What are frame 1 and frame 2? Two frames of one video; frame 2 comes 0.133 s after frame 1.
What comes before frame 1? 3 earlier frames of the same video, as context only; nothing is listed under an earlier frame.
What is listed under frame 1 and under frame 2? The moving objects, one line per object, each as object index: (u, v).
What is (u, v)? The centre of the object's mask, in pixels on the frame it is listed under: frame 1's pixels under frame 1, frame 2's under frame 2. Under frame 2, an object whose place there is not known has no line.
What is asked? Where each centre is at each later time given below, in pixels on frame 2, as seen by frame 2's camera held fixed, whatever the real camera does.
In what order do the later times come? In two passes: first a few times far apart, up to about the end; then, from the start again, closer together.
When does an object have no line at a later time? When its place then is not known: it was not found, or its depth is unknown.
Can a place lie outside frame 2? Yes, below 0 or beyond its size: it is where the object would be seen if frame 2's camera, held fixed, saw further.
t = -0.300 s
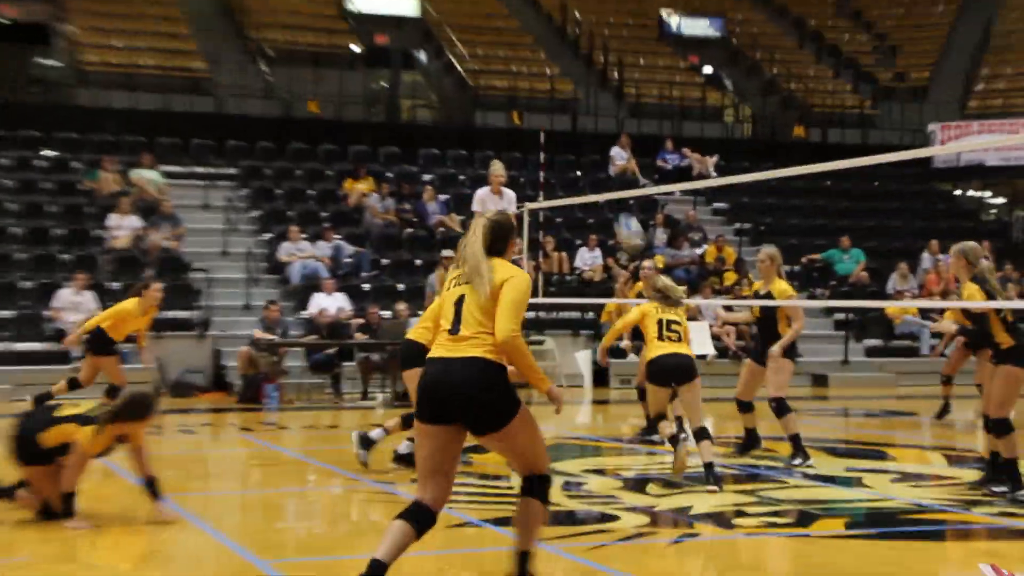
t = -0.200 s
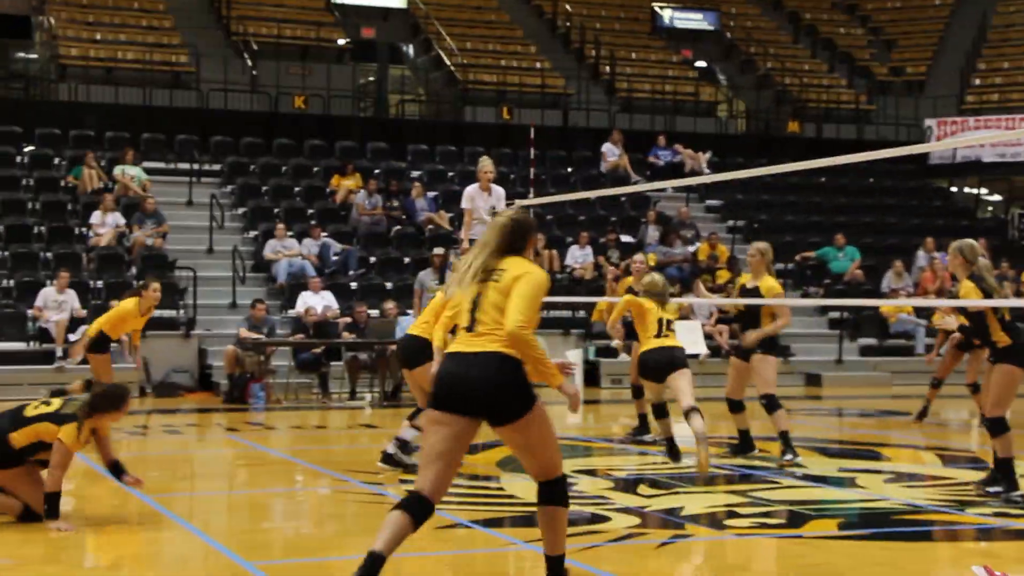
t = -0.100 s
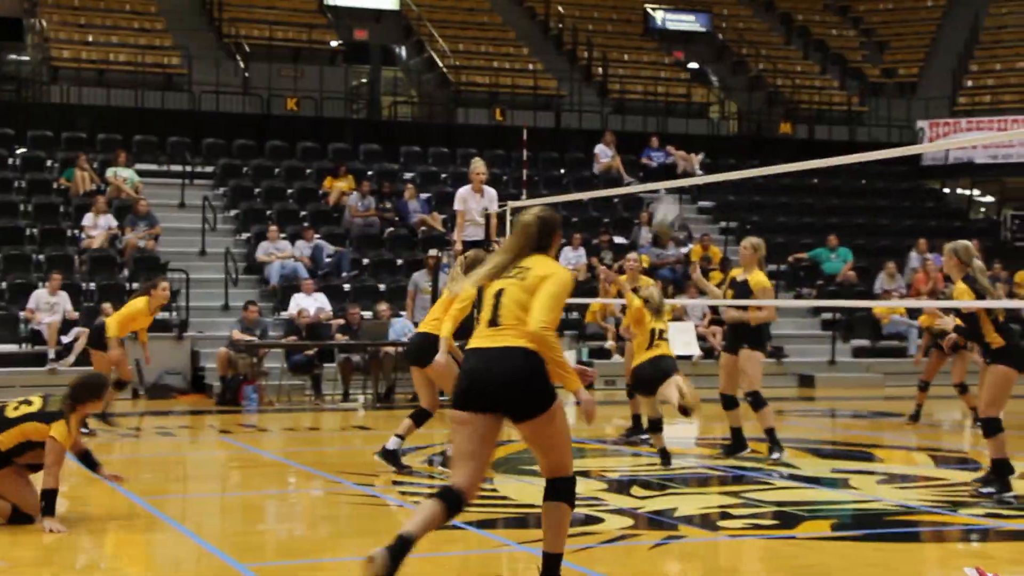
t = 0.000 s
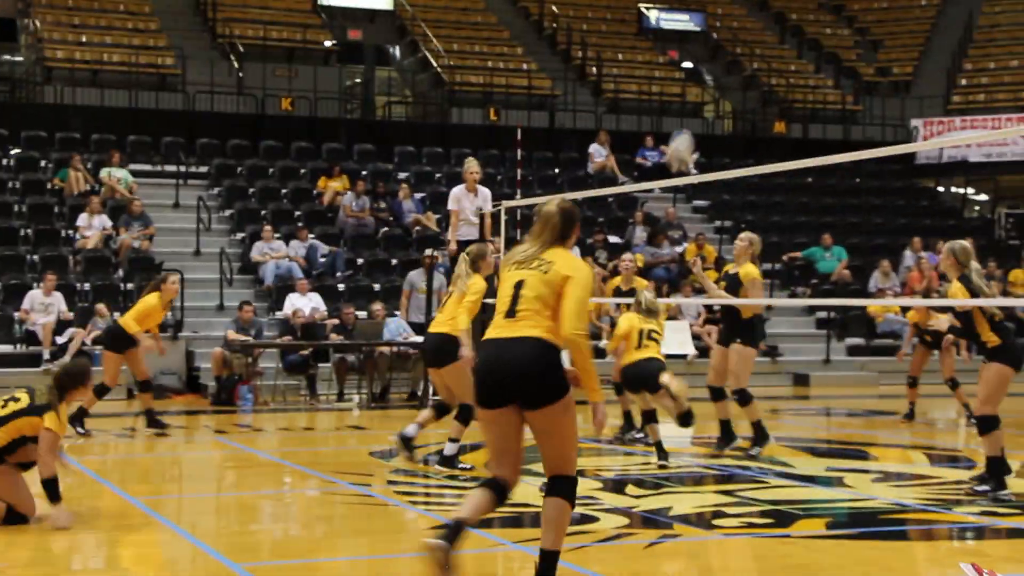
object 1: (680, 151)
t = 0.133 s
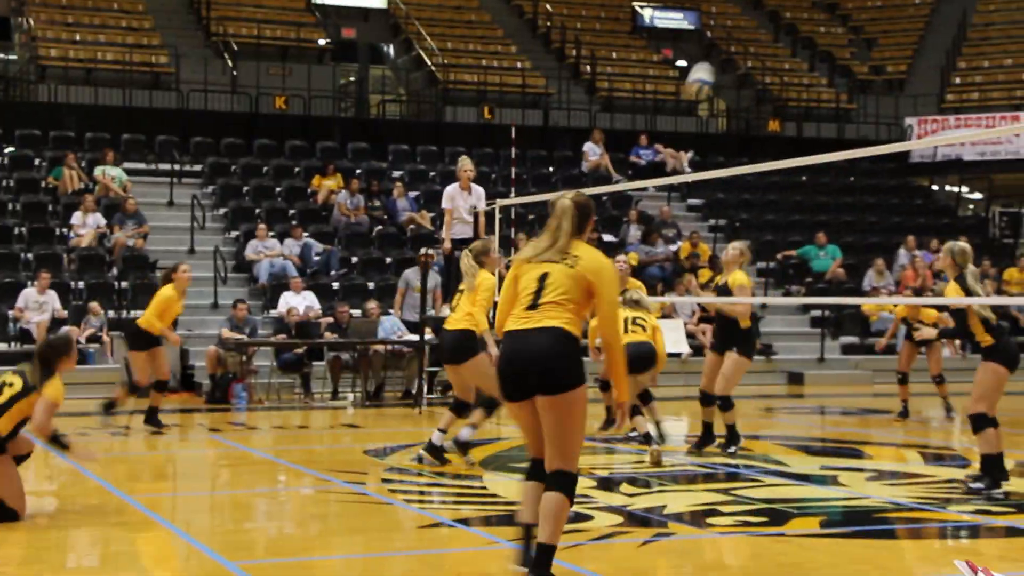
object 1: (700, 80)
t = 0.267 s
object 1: (728, 38)
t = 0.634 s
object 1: (793, 26)
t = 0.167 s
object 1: (706, 67)
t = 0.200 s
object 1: (713, 55)
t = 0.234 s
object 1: (721, 47)
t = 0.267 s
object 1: (728, 38)
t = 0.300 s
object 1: (733, 30)
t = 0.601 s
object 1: (788, 18)
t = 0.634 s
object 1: (793, 26)
